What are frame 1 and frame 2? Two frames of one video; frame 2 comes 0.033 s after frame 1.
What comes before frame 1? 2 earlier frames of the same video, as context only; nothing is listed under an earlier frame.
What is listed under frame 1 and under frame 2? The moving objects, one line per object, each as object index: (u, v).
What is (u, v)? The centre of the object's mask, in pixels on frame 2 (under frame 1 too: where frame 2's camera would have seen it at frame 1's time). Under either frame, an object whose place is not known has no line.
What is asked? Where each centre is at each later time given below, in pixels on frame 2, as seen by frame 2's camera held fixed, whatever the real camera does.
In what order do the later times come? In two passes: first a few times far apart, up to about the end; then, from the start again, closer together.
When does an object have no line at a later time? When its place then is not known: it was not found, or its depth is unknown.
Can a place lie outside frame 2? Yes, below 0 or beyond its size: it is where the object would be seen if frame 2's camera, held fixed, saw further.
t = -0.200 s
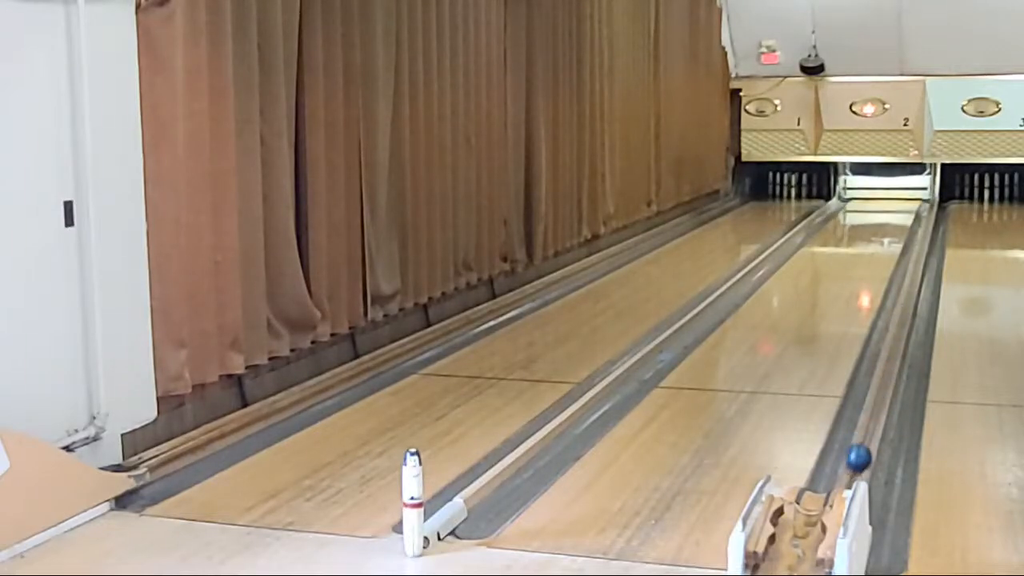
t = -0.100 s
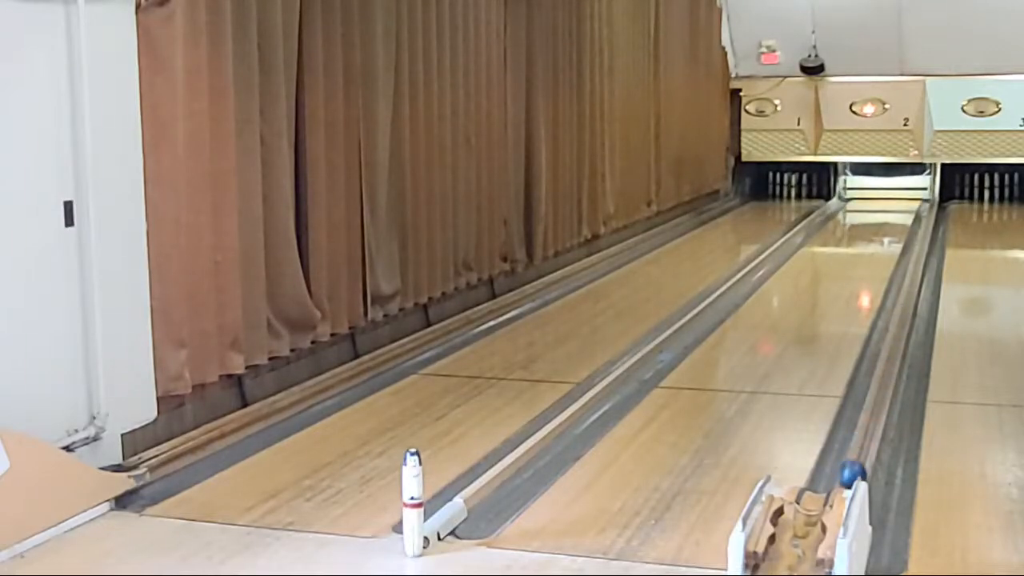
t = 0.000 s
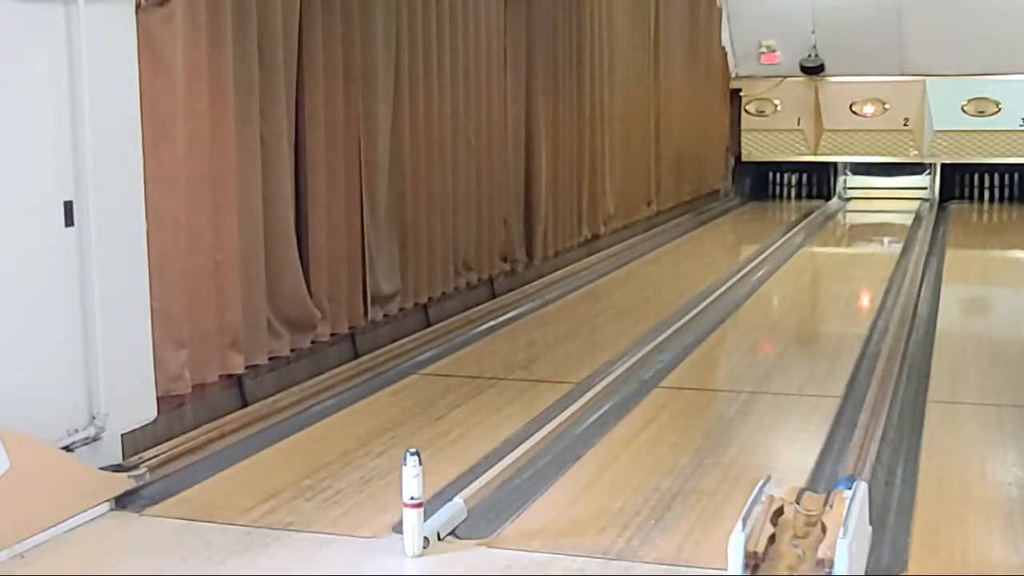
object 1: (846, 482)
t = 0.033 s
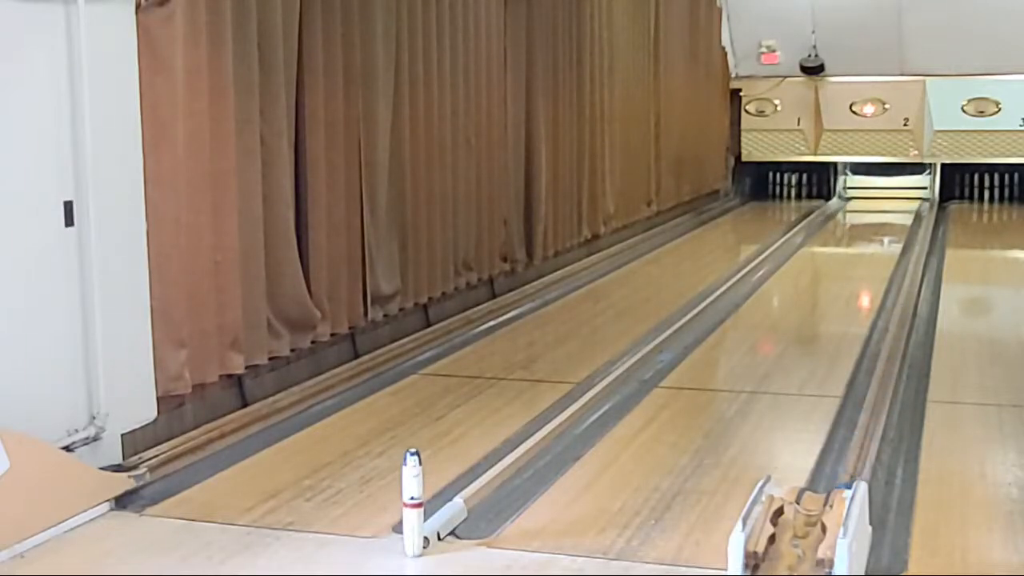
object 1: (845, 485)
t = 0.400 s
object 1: (828, 486)
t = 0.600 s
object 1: (822, 476)
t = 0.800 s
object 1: (817, 475)
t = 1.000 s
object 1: (812, 489)
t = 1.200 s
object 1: (805, 510)
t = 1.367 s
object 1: (793, 524)
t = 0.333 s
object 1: (825, 490)
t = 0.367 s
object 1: (826, 488)
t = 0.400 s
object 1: (828, 486)
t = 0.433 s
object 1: (825, 483)
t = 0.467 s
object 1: (825, 481)
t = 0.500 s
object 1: (825, 479)
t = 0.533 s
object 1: (824, 478)
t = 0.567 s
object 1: (823, 477)
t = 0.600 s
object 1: (822, 476)
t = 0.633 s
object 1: (822, 476)
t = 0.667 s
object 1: (820, 475)
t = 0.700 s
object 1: (820, 475)
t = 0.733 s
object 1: (819, 474)
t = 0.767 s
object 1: (818, 475)
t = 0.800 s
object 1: (817, 475)
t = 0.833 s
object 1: (817, 477)
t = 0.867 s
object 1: (816, 479)
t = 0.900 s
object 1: (815, 481)
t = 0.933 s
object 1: (814, 483)
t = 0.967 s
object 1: (813, 486)
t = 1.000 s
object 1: (812, 489)
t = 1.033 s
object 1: (811, 494)
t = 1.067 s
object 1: (810, 497)
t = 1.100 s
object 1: (808, 501)
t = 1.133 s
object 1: (807, 504)
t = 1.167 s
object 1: (806, 507)
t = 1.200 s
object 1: (805, 510)
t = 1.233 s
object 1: (804, 513)
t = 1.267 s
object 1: (803, 516)
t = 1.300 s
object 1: (802, 520)
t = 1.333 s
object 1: (796, 523)
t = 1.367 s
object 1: (793, 524)
